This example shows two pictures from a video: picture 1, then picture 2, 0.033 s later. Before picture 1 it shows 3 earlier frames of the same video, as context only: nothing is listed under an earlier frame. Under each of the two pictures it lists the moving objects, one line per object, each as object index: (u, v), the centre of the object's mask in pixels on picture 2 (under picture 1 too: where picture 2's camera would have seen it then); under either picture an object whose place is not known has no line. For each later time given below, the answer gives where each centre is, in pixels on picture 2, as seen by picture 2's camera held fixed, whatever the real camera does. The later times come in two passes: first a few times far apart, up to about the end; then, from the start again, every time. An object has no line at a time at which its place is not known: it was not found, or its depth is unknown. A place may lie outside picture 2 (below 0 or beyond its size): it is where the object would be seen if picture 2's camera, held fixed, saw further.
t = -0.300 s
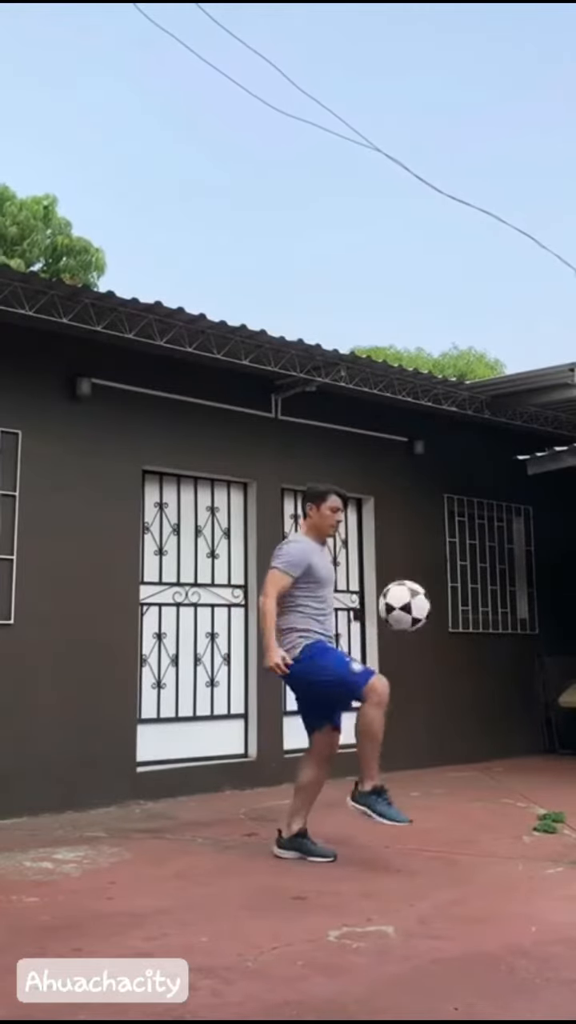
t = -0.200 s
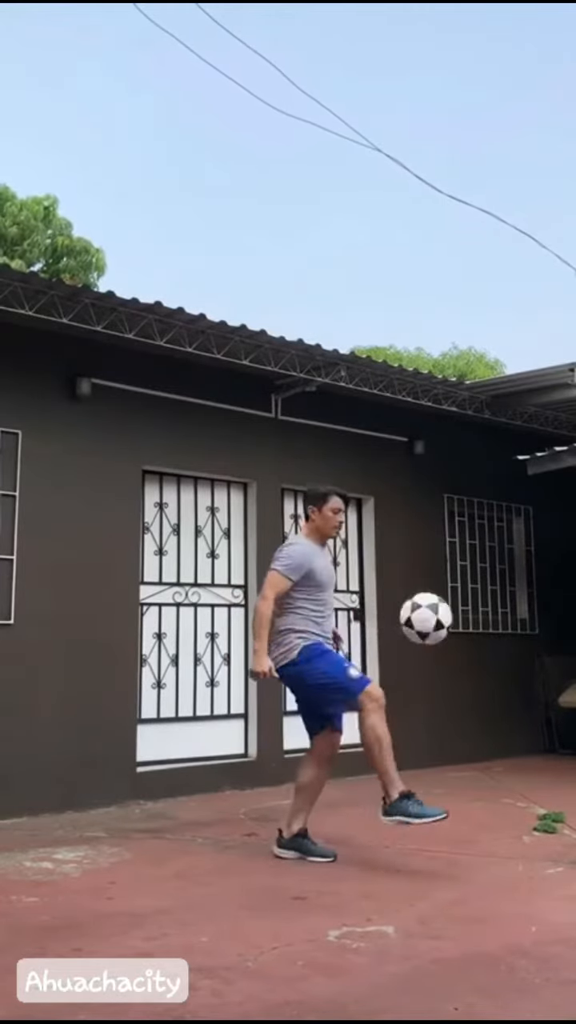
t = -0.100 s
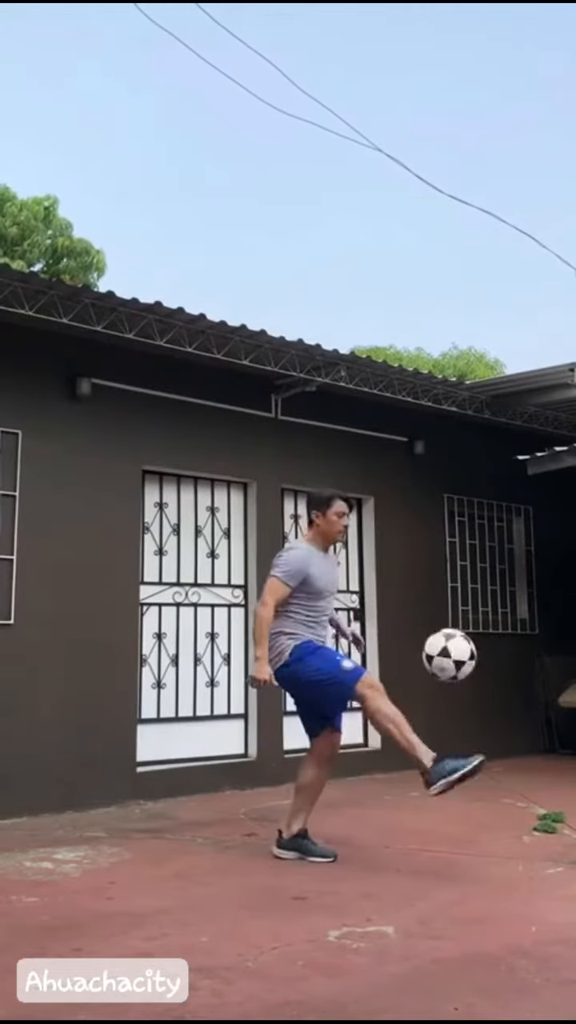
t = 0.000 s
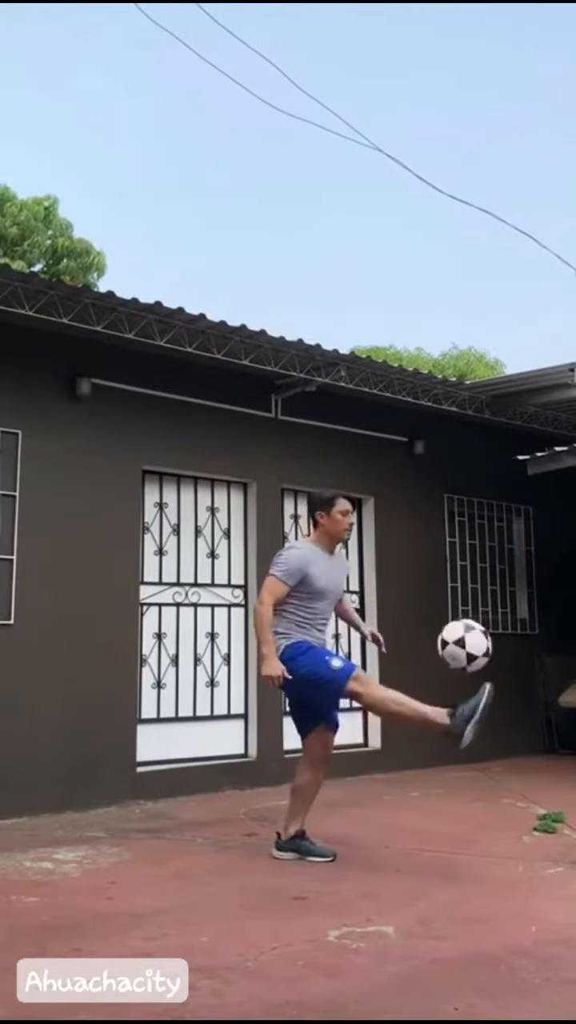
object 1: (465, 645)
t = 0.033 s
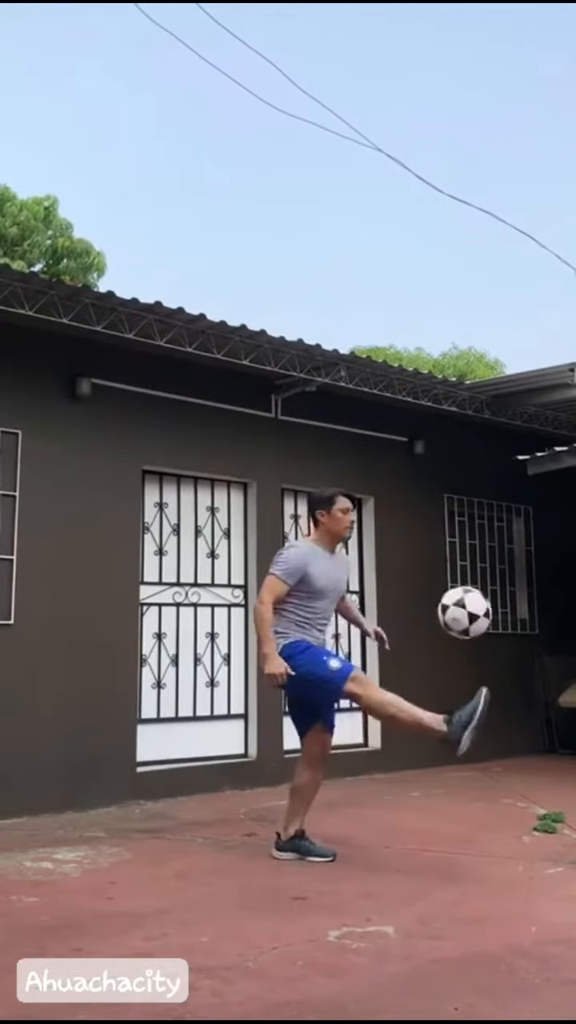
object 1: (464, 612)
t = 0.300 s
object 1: (471, 455)
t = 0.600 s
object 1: (484, 469)
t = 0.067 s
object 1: (465, 582)
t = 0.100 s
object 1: (466, 556)
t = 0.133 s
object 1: (466, 532)
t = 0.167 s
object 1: (467, 512)
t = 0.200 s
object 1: (468, 494)
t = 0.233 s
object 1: (469, 478)
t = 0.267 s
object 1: (470, 466)
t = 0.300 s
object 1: (471, 455)
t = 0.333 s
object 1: (472, 448)
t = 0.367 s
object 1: (474, 442)
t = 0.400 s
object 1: (475, 439)
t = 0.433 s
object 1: (477, 439)
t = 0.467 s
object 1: (478, 440)
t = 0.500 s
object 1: (480, 444)
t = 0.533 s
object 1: (481, 450)
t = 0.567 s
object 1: (483, 458)
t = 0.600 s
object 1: (484, 469)
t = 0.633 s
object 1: (486, 482)
